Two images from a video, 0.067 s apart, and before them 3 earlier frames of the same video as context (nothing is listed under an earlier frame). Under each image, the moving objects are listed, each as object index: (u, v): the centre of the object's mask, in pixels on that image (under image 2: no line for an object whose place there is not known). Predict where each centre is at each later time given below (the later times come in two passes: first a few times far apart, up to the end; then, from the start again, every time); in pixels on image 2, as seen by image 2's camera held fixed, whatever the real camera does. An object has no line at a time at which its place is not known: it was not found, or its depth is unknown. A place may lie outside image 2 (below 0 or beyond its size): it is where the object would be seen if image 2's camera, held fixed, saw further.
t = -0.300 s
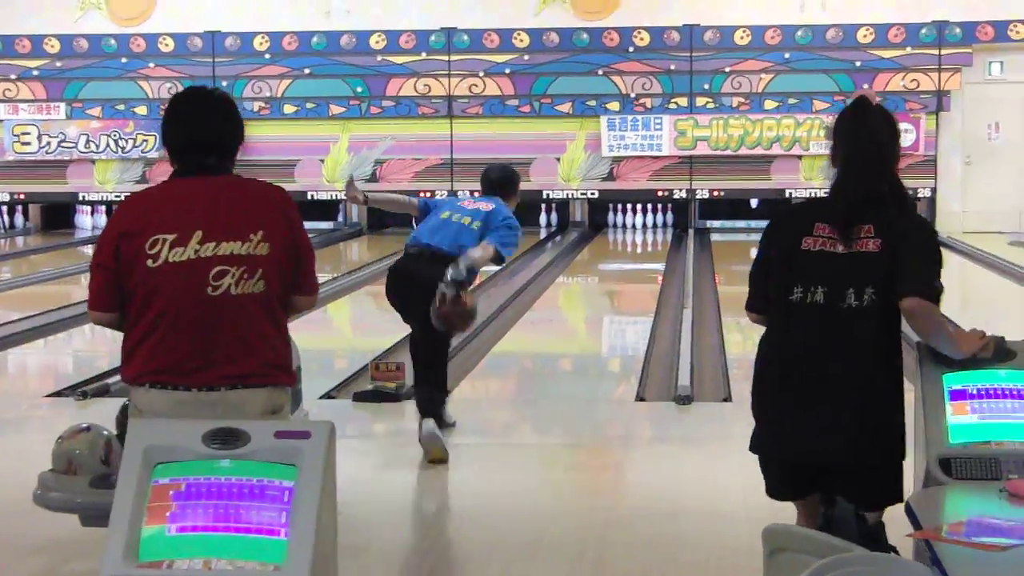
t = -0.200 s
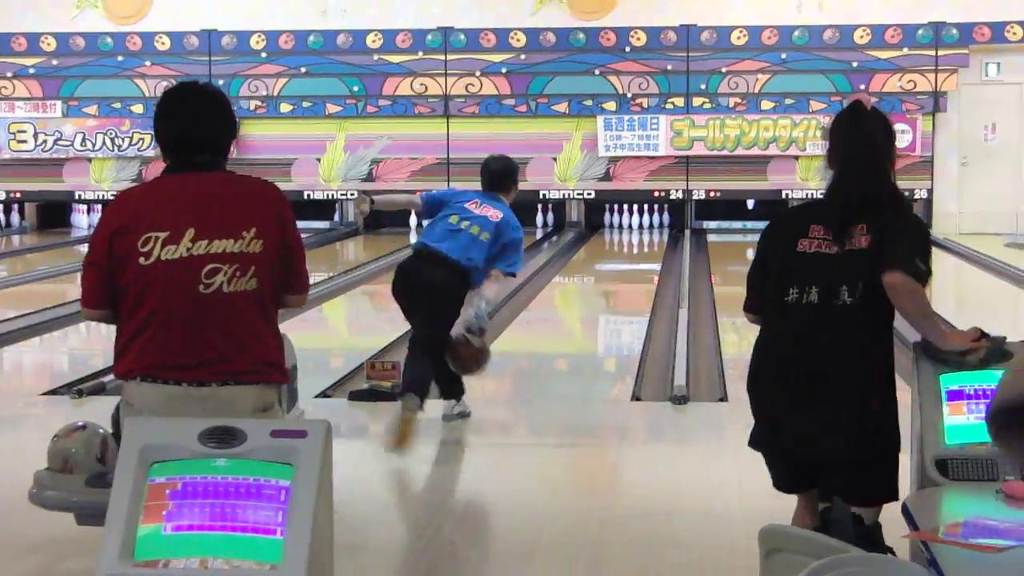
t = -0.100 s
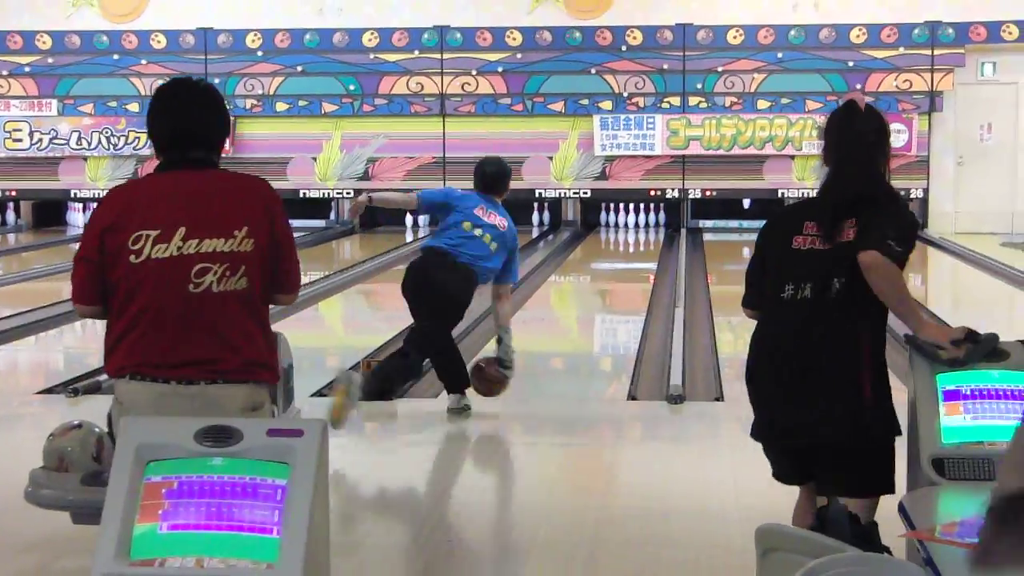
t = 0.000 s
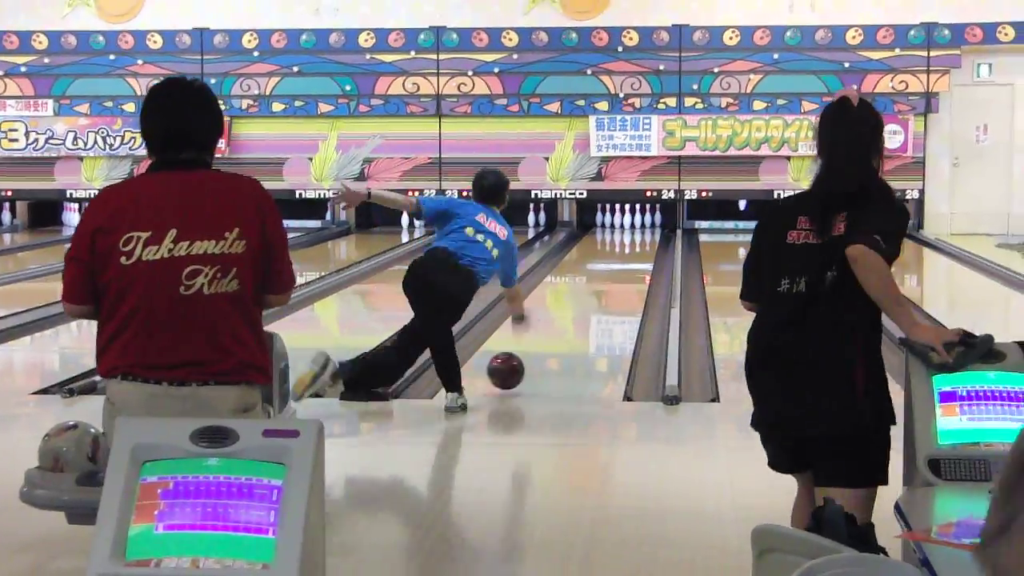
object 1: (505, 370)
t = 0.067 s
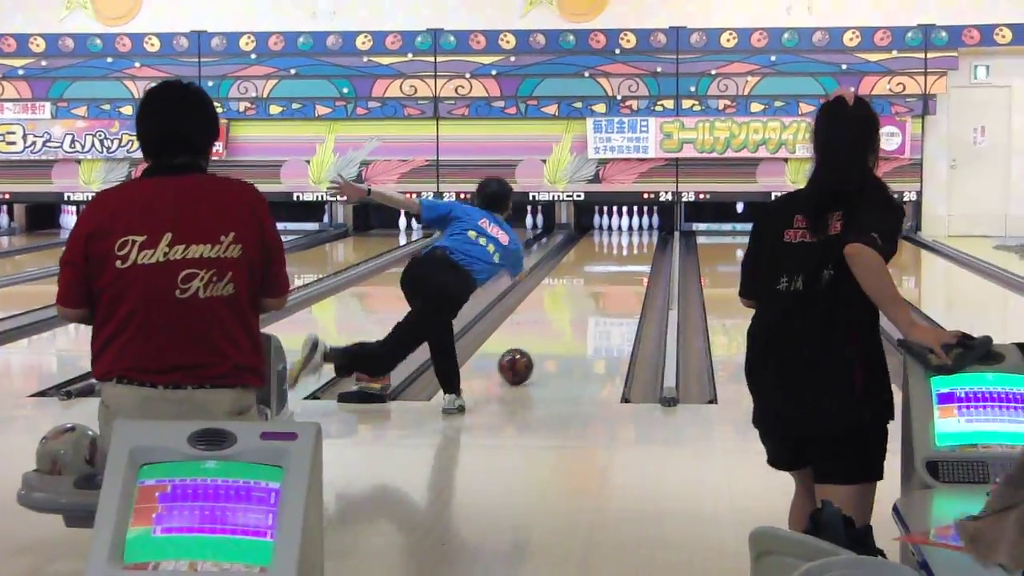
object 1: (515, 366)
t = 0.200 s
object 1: (536, 347)
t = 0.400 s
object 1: (561, 323)
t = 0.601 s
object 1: (580, 303)
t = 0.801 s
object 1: (595, 289)
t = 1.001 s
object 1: (606, 275)
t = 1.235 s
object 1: (617, 263)
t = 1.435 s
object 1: (626, 255)
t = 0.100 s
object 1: (520, 361)
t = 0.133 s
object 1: (526, 357)
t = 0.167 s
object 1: (531, 352)
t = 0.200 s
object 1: (536, 347)
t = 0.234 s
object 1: (540, 342)
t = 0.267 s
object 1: (545, 338)
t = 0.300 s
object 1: (549, 334)
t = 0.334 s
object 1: (553, 330)
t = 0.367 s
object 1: (557, 327)
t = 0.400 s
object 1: (561, 323)
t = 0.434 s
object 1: (564, 319)
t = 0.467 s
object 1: (568, 316)
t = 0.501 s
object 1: (571, 312)
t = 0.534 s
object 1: (574, 309)
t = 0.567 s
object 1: (577, 306)
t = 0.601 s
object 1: (580, 303)
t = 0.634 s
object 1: (583, 301)
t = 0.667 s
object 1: (585, 298)
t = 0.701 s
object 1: (588, 295)
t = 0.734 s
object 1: (590, 293)
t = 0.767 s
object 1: (592, 290)
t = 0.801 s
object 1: (595, 289)
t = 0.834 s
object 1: (597, 286)
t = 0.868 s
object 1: (599, 284)
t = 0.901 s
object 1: (601, 281)
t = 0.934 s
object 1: (603, 279)
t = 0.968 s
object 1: (605, 277)
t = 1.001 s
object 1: (606, 275)
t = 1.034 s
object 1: (608, 274)
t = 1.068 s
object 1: (610, 271)
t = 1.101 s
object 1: (611, 270)
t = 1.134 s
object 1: (613, 268)
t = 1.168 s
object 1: (614, 266)
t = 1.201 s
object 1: (615, 265)
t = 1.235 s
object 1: (617, 263)
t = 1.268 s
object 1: (618, 262)
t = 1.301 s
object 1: (619, 260)
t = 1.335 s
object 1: (621, 259)
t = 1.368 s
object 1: (622, 257)
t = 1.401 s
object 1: (624, 256)
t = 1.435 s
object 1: (626, 255)
